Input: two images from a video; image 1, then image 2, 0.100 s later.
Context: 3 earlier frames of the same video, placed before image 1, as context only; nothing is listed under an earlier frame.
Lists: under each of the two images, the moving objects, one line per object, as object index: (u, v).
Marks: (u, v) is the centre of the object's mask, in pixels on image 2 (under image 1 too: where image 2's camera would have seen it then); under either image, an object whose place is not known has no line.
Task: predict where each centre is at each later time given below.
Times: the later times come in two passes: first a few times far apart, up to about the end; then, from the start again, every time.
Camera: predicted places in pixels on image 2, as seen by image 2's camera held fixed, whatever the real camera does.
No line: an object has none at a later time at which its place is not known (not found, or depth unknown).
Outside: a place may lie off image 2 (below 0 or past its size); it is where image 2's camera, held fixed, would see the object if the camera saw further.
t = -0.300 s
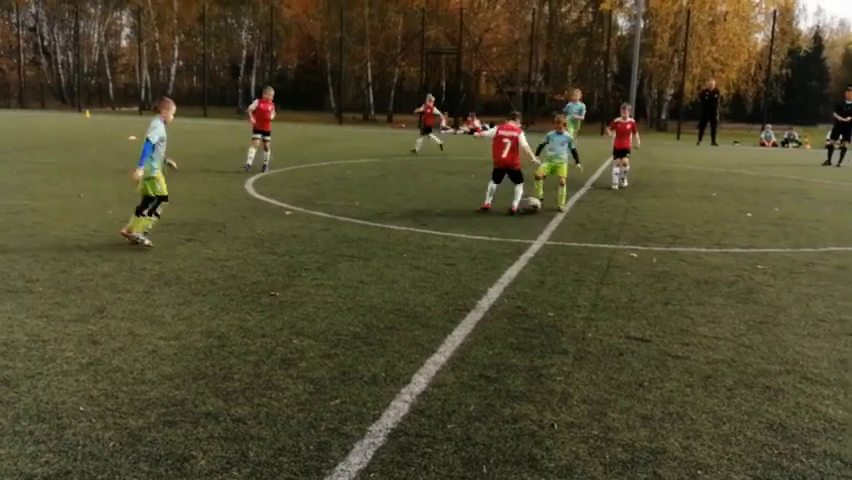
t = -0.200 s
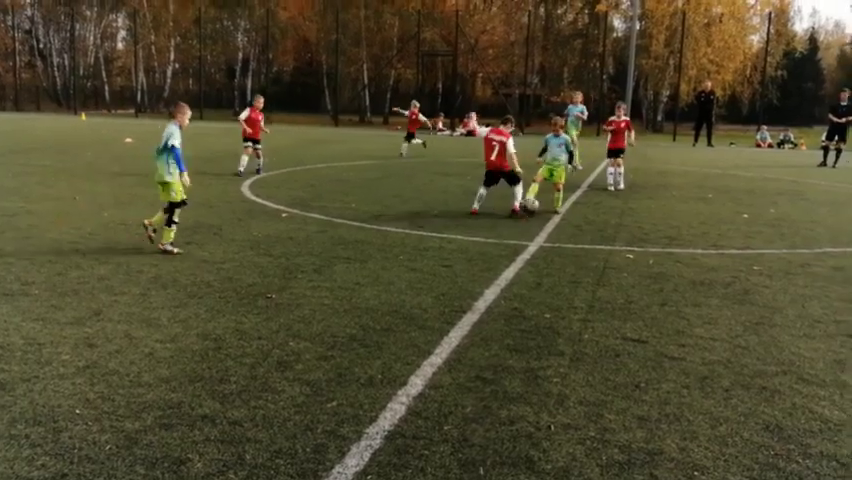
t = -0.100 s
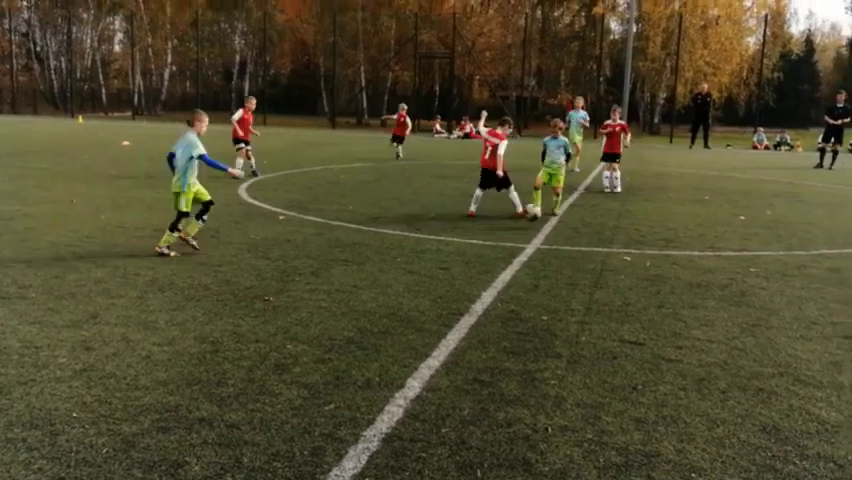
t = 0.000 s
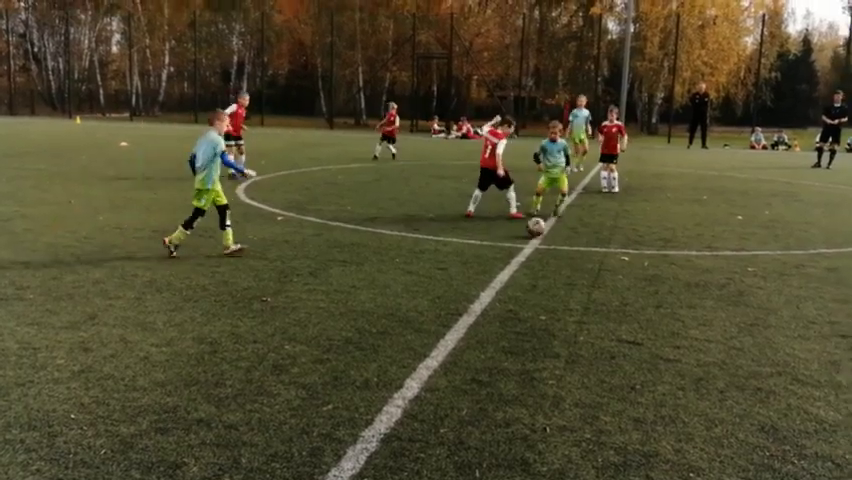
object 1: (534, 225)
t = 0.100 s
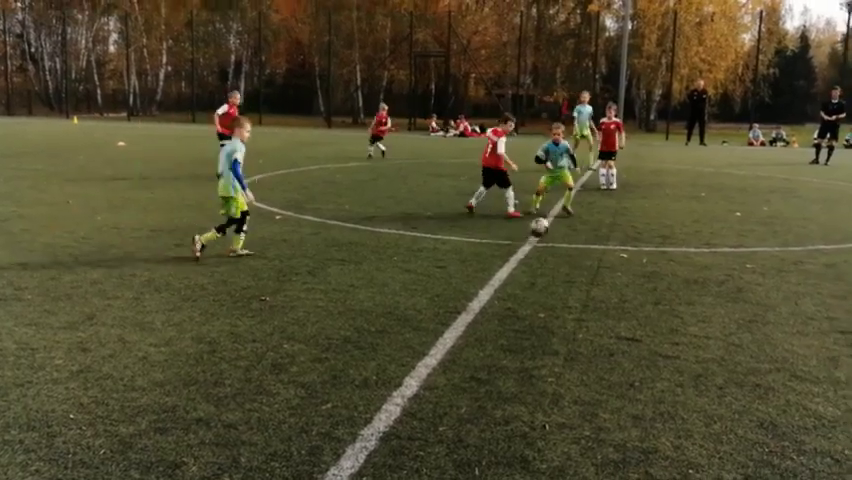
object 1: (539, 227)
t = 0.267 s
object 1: (546, 244)
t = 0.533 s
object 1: (558, 257)
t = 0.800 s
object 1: (571, 277)
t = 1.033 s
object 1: (586, 301)
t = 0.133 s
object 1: (541, 228)
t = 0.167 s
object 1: (542, 230)
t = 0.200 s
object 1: (544, 234)
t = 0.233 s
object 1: (546, 239)
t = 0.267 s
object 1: (546, 244)
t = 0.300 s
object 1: (547, 243)
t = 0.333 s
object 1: (549, 243)
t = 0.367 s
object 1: (551, 244)
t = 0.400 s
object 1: (552, 245)
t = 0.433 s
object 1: (553, 250)
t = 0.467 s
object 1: (556, 252)
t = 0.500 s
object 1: (556, 255)
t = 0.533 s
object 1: (558, 257)
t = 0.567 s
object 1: (560, 259)
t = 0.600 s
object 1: (561, 262)
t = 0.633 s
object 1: (563, 265)
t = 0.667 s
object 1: (565, 269)
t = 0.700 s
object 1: (566, 271)
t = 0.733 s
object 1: (568, 272)
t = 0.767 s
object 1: (569, 276)
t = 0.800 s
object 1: (571, 277)
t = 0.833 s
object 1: (574, 281)
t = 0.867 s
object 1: (575, 285)
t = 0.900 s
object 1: (577, 289)
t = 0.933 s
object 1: (580, 292)
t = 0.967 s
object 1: (582, 295)
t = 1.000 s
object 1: (585, 297)
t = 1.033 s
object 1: (586, 301)
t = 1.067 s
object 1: (589, 303)
